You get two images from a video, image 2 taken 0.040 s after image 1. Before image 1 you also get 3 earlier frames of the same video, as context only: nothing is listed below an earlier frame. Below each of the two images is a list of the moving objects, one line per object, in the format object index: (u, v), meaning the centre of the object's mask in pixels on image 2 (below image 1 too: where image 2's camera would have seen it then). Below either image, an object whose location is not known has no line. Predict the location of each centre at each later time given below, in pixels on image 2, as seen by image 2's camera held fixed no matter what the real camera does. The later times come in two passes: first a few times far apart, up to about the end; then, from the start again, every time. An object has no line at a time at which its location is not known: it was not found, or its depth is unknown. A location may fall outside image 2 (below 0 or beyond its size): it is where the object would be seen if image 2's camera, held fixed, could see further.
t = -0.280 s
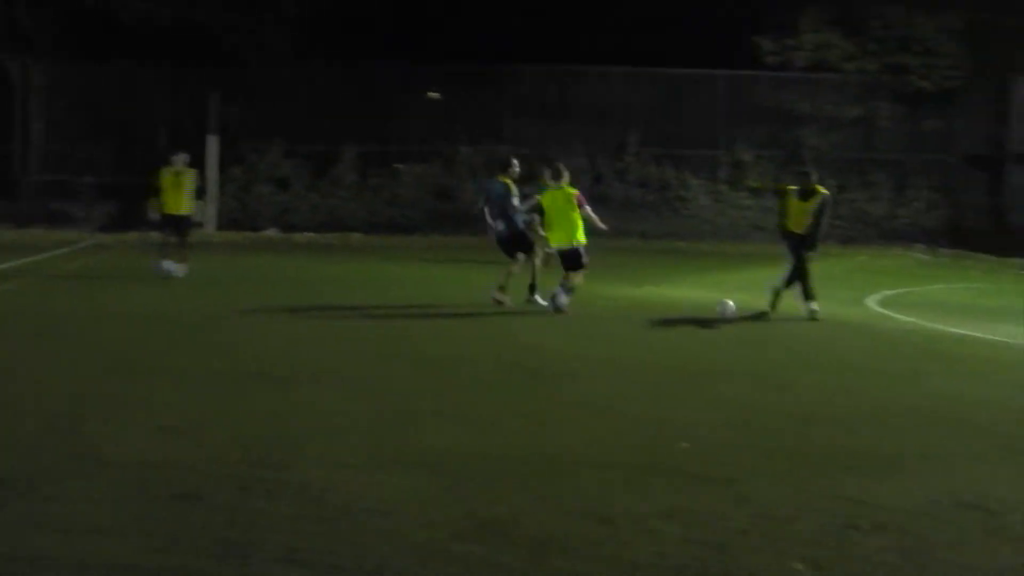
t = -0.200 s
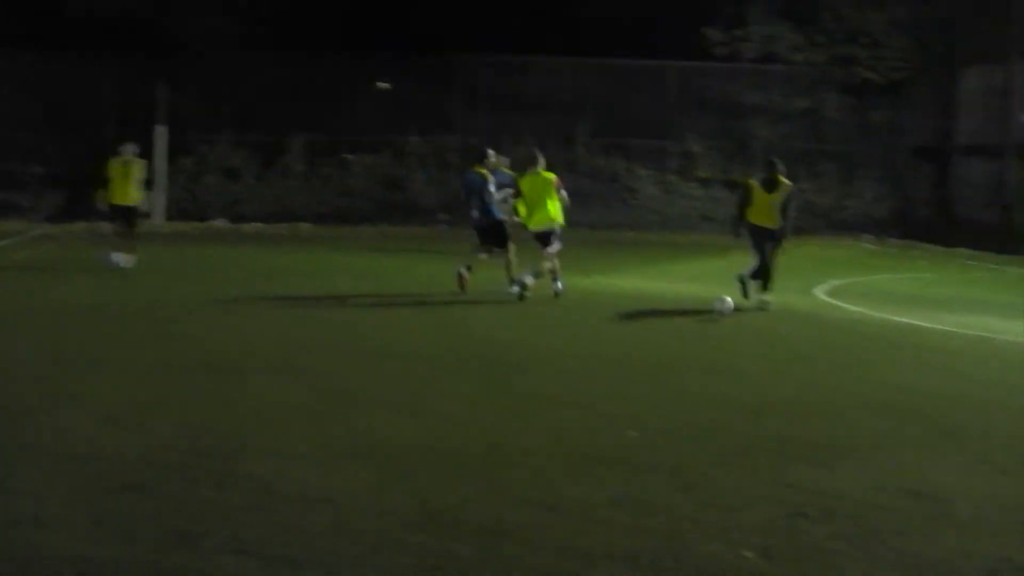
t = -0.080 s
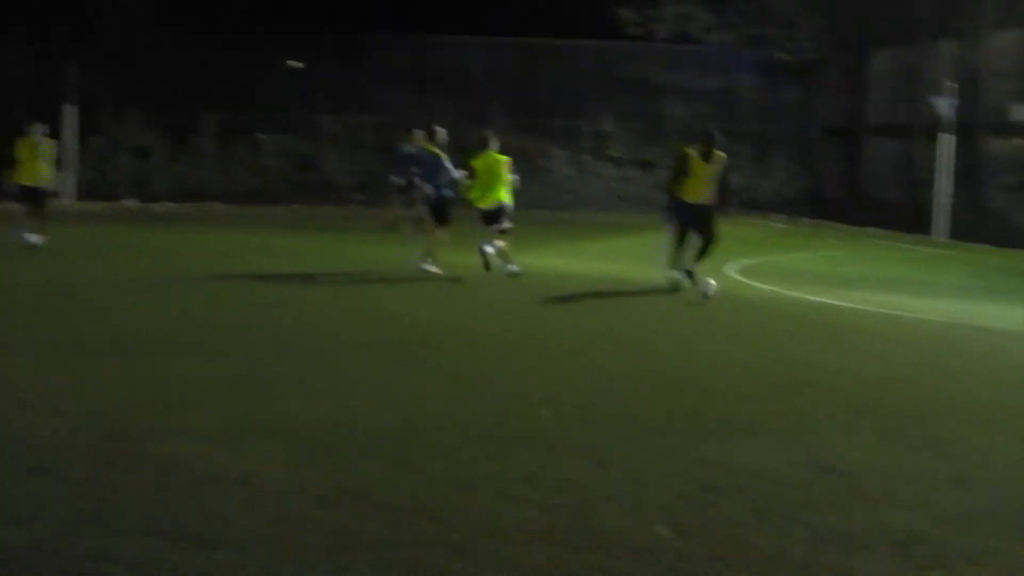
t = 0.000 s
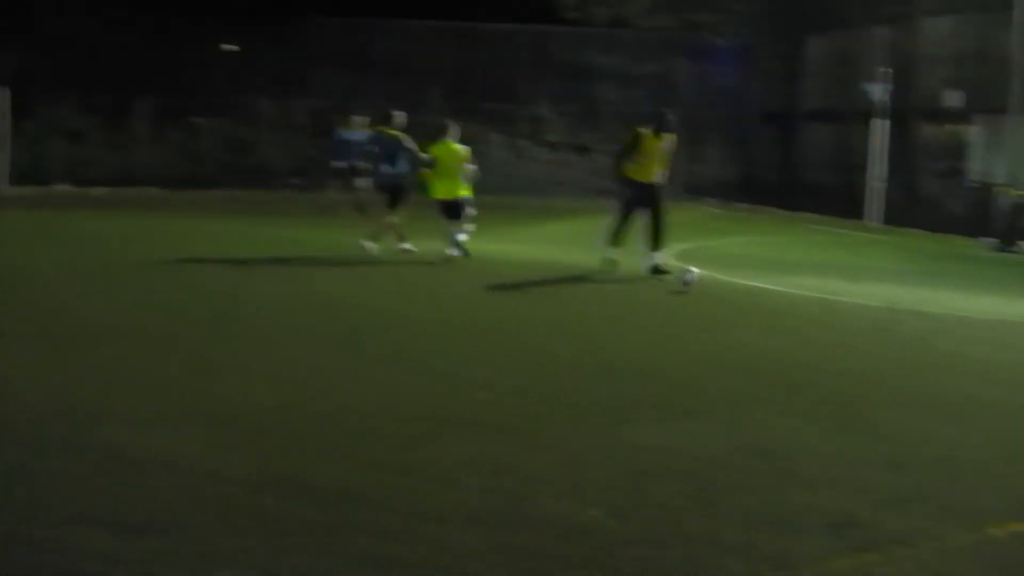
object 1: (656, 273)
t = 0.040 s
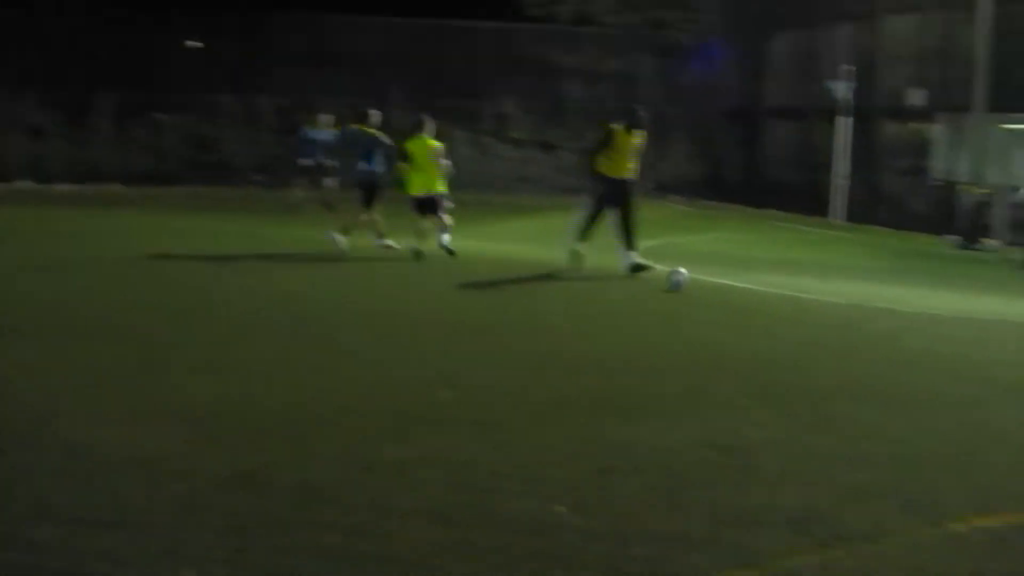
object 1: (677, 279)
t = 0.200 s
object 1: (771, 281)
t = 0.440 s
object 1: (912, 294)
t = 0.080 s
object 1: (699, 281)
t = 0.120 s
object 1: (723, 279)
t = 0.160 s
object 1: (748, 279)
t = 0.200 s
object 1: (771, 281)
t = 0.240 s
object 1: (795, 283)
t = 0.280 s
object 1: (819, 290)
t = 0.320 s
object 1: (842, 291)
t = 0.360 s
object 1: (865, 289)
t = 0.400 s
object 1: (889, 291)
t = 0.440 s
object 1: (912, 294)
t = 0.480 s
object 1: (936, 298)
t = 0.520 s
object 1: (959, 296)
